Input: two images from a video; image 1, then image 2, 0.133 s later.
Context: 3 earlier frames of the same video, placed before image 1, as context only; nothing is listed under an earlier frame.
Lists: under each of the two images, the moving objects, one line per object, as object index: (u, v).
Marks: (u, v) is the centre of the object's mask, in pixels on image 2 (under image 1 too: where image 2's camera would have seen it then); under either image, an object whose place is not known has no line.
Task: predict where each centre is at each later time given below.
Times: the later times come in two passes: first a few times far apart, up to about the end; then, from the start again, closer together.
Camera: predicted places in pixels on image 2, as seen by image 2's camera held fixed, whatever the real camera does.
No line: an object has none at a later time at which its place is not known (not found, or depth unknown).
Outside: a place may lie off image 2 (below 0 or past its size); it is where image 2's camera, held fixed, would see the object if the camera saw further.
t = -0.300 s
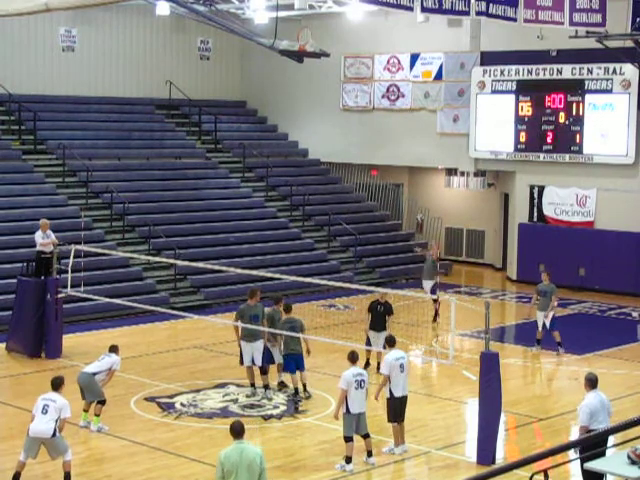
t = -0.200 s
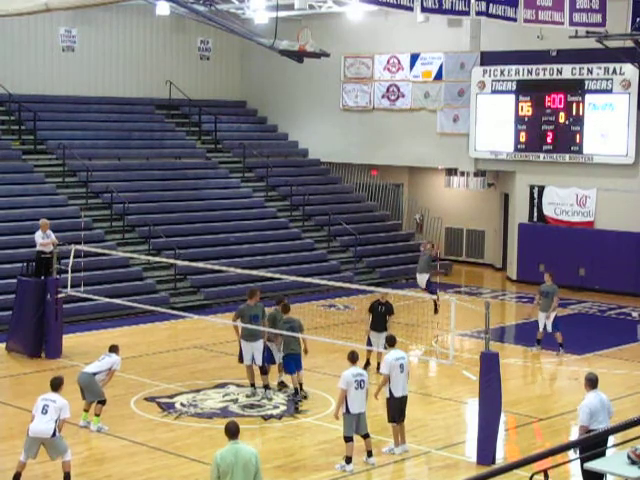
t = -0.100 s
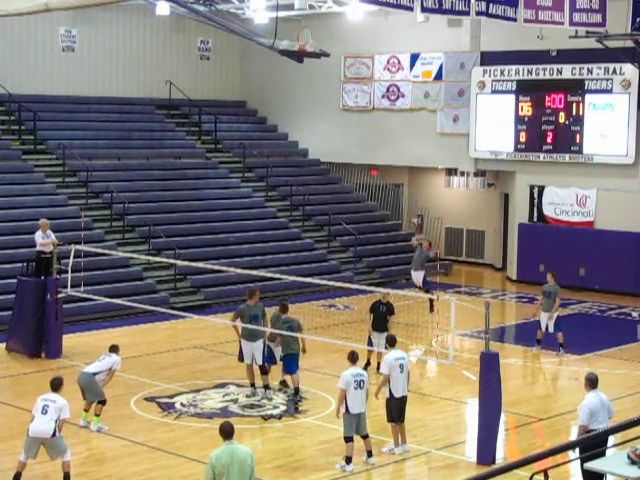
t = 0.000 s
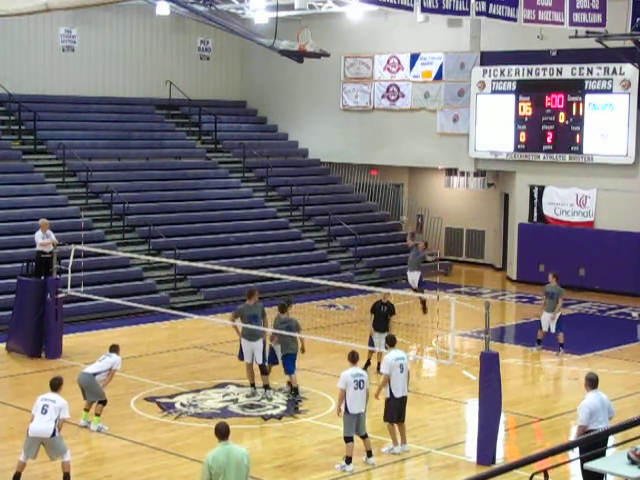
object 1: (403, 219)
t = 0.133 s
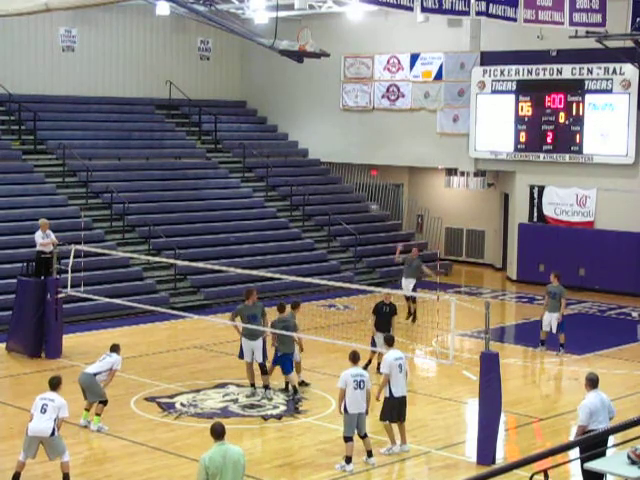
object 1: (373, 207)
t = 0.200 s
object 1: (357, 205)
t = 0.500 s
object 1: (271, 213)
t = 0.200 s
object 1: (357, 205)
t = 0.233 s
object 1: (348, 204)
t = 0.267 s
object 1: (339, 203)
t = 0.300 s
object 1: (331, 204)
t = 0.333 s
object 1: (321, 204)
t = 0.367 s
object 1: (311, 204)
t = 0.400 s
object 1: (302, 206)
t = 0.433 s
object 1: (293, 208)
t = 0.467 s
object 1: (282, 209)
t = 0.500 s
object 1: (271, 213)
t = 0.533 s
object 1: (262, 214)
